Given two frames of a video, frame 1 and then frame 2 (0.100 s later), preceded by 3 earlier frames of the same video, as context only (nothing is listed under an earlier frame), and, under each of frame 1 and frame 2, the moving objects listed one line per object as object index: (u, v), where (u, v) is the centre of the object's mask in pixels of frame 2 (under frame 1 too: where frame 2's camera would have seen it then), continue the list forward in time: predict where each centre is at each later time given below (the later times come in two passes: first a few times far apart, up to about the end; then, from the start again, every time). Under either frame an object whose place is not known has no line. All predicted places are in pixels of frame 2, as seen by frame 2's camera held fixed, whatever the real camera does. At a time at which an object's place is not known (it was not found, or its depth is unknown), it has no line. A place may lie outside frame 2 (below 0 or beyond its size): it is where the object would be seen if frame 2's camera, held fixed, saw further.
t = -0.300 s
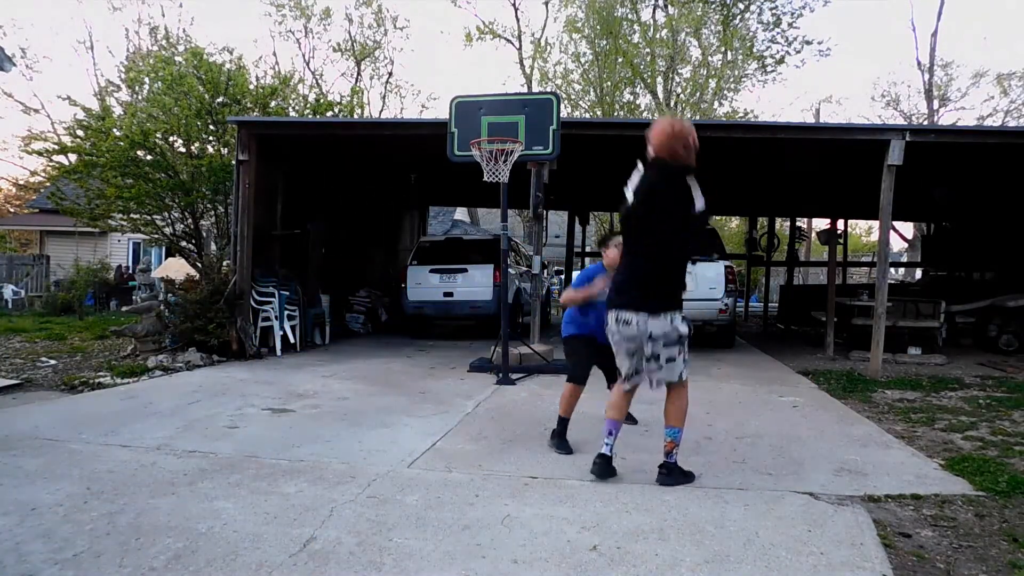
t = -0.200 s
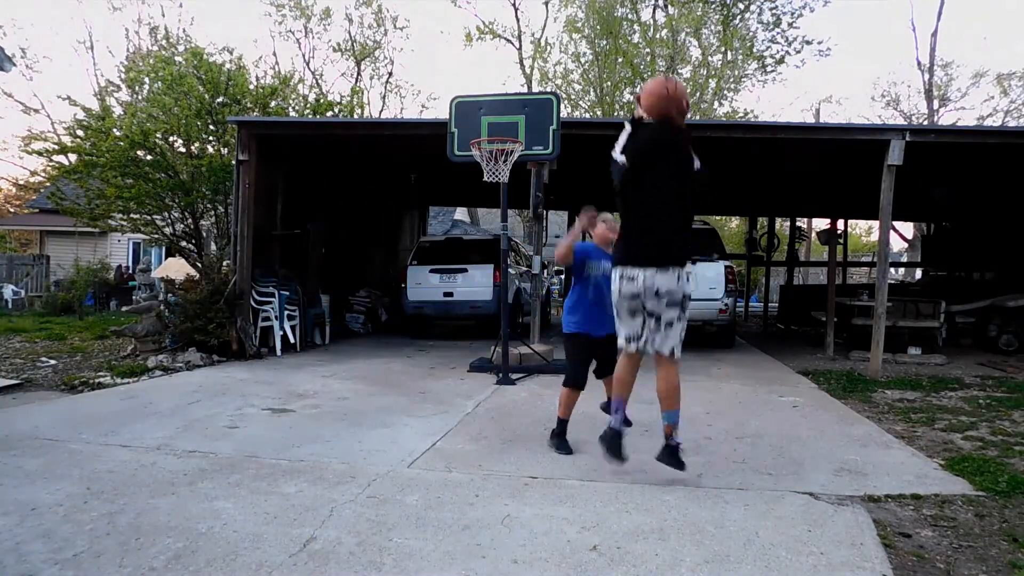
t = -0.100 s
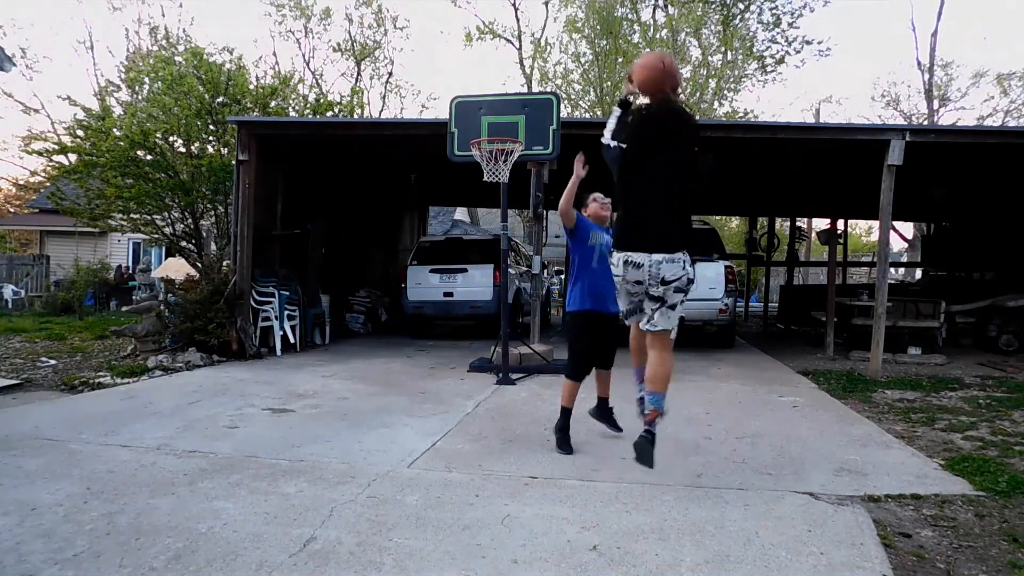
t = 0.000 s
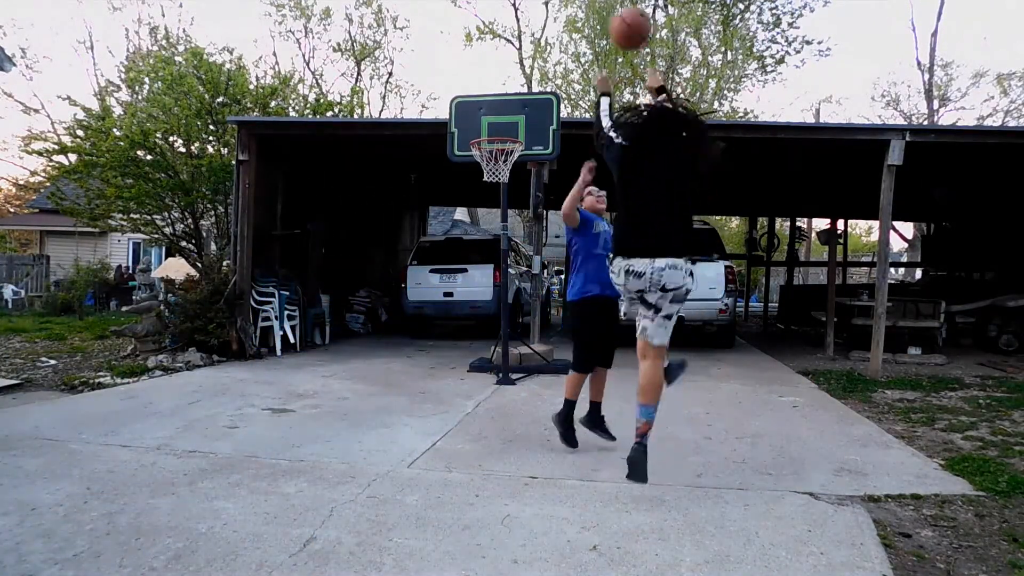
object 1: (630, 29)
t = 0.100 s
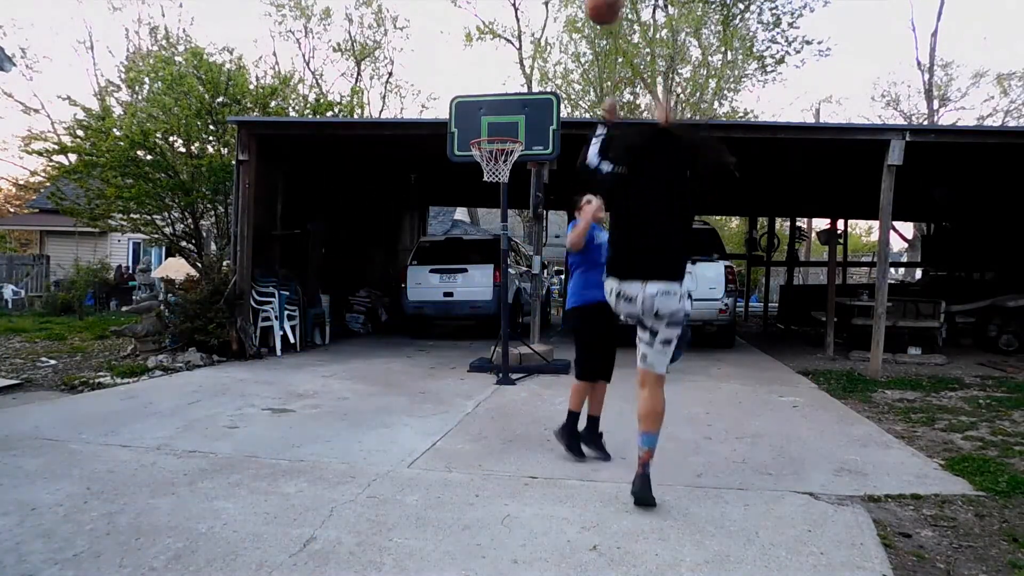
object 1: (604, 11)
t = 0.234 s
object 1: (573, 8)
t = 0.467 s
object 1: (531, 47)
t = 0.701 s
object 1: (497, 129)
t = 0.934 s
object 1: (490, 180)
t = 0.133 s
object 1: (596, 9)
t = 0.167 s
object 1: (588, 8)
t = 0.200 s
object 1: (580, 8)
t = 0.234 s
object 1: (573, 8)
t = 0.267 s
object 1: (566, 10)
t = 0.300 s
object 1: (560, 11)
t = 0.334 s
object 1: (554, 14)
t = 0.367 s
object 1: (548, 21)
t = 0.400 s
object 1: (541, 29)
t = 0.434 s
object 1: (536, 38)
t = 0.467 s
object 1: (531, 47)
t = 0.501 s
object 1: (526, 58)
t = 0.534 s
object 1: (520, 69)
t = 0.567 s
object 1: (517, 80)
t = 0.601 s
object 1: (510, 92)
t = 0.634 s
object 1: (507, 105)
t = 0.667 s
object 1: (502, 117)
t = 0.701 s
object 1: (497, 129)
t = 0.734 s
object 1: (492, 132)
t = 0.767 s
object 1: (485, 144)
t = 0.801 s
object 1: (482, 154)
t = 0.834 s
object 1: (484, 161)
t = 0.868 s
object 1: (485, 169)
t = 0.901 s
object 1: (487, 175)
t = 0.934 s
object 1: (490, 180)
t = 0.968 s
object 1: (490, 187)
